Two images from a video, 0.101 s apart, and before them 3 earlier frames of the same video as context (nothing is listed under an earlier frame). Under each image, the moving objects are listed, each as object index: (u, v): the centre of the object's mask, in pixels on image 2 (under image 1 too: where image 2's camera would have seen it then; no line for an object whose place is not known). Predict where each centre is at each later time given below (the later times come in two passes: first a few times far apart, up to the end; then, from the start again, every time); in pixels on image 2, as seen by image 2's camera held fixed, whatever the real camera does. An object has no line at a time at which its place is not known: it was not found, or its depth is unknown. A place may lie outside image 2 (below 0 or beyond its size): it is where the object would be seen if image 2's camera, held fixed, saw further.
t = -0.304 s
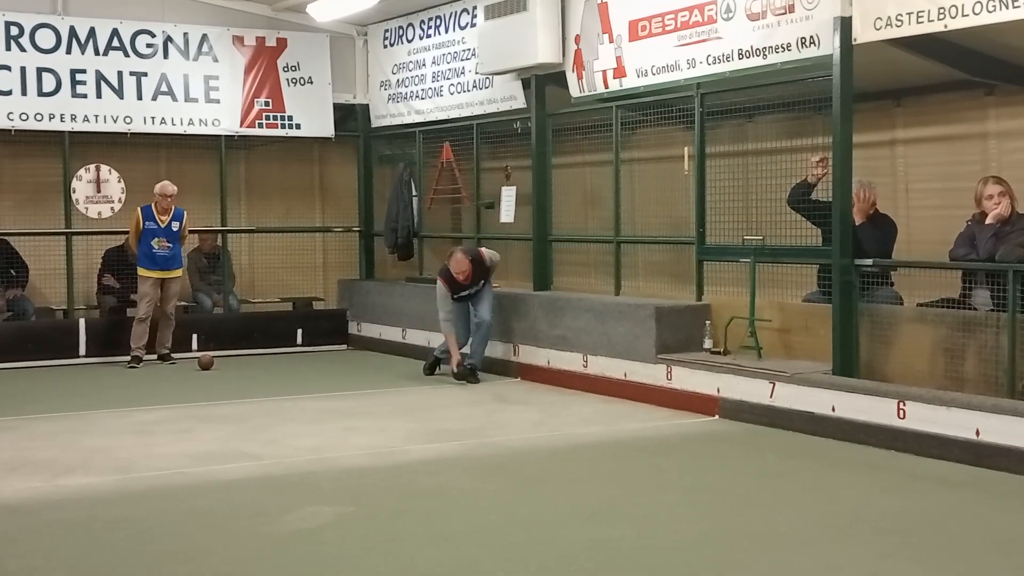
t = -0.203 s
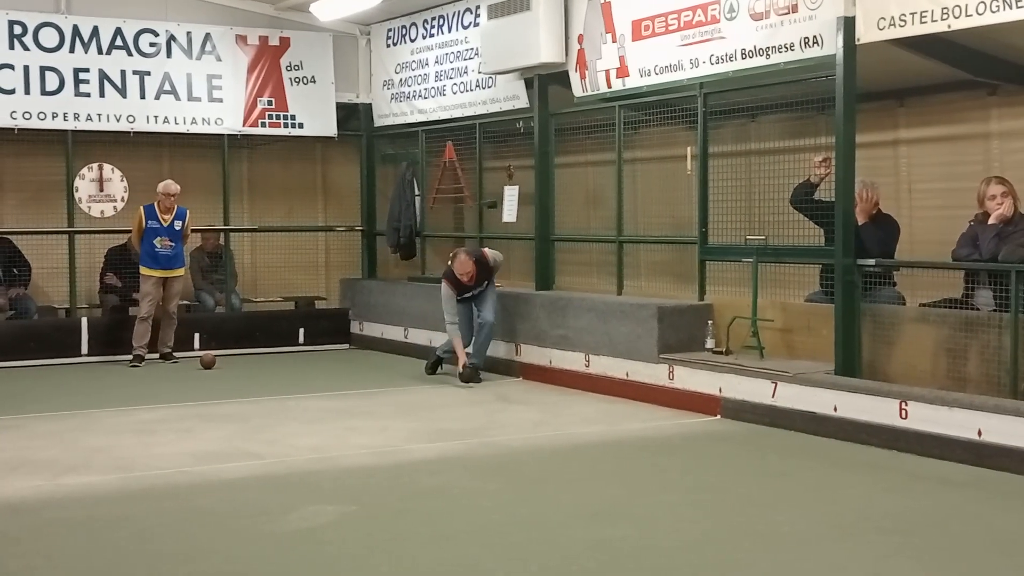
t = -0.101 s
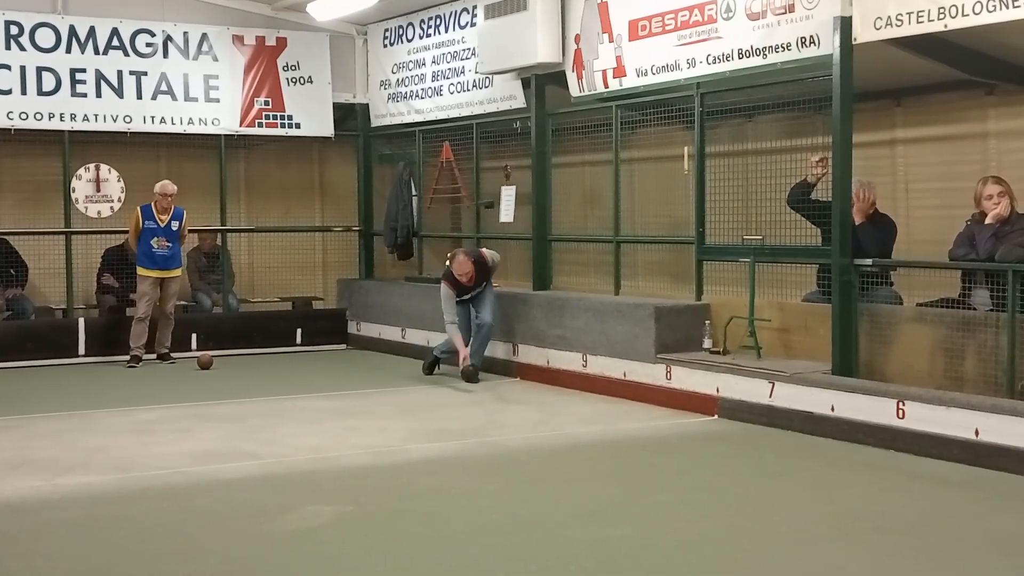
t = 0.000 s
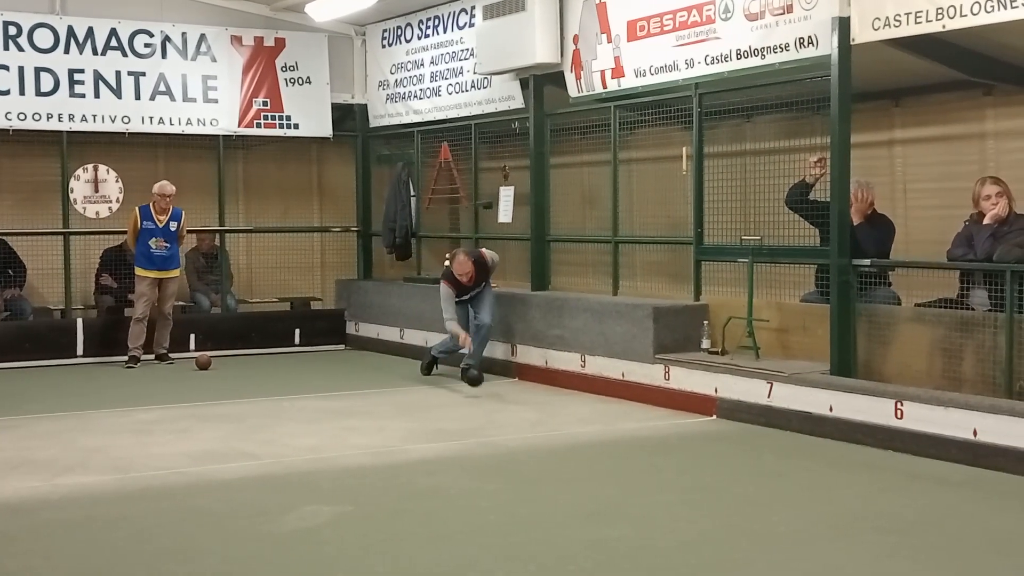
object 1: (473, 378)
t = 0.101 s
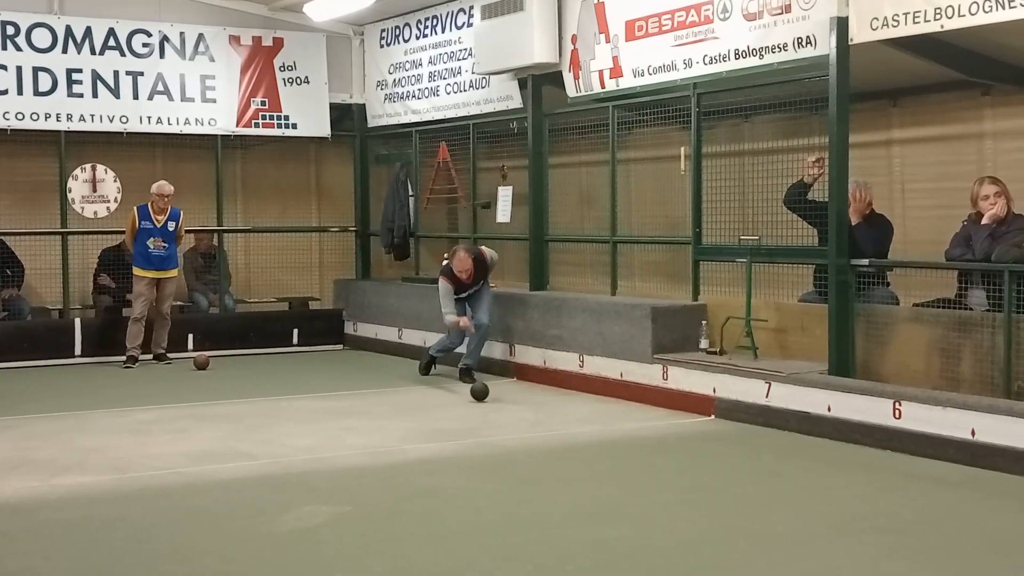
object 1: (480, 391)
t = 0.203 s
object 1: (485, 396)
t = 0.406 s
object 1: (500, 405)
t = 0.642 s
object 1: (518, 416)
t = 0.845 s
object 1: (534, 427)
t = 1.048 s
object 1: (552, 439)
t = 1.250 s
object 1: (573, 452)
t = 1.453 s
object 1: (595, 467)
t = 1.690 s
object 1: (625, 485)
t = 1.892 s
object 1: (654, 504)
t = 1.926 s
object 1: (659, 507)
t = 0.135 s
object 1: (481, 392)
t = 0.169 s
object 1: (483, 395)
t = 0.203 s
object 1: (485, 396)
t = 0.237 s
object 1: (488, 398)
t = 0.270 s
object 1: (490, 399)
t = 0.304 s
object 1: (493, 400)
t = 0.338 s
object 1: (495, 402)
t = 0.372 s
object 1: (497, 403)
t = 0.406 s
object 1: (500, 405)
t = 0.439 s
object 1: (502, 406)
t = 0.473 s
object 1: (505, 408)
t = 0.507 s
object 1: (507, 410)
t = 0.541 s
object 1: (510, 411)
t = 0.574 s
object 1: (512, 413)
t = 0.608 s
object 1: (515, 414)
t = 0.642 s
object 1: (518, 416)
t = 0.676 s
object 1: (520, 418)
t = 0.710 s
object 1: (523, 420)
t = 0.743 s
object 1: (526, 422)
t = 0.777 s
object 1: (528, 423)
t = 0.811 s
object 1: (531, 425)
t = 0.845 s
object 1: (534, 427)
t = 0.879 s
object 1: (537, 429)
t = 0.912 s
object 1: (540, 431)
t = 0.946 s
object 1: (543, 433)
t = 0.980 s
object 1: (546, 435)
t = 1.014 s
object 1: (549, 437)
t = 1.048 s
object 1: (552, 439)
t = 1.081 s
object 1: (556, 441)
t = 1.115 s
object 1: (559, 443)
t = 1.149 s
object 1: (562, 445)
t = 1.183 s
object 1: (566, 448)
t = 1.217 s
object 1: (569, 450)
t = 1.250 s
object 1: (573, 452)
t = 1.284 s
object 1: (576, 454)
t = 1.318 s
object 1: (580, 457)
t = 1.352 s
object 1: (584, 459)
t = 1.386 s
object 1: (588, 462)
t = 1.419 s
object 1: (591, 464)
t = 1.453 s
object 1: (595, 467)
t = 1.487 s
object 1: (599, 469)
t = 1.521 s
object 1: (604, 472)
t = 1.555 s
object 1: (608, 474)
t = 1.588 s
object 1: (612, 477)
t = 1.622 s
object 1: (616, 480)
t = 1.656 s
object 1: (621, 483)
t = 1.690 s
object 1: (625, 485)
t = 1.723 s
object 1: (630, 488)
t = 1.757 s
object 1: (634, 492)
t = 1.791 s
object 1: (639, 494)
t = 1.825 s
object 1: (644, 498)
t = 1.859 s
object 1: (649, 501)
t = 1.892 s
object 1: (654, 504)
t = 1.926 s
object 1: (659, 507)
